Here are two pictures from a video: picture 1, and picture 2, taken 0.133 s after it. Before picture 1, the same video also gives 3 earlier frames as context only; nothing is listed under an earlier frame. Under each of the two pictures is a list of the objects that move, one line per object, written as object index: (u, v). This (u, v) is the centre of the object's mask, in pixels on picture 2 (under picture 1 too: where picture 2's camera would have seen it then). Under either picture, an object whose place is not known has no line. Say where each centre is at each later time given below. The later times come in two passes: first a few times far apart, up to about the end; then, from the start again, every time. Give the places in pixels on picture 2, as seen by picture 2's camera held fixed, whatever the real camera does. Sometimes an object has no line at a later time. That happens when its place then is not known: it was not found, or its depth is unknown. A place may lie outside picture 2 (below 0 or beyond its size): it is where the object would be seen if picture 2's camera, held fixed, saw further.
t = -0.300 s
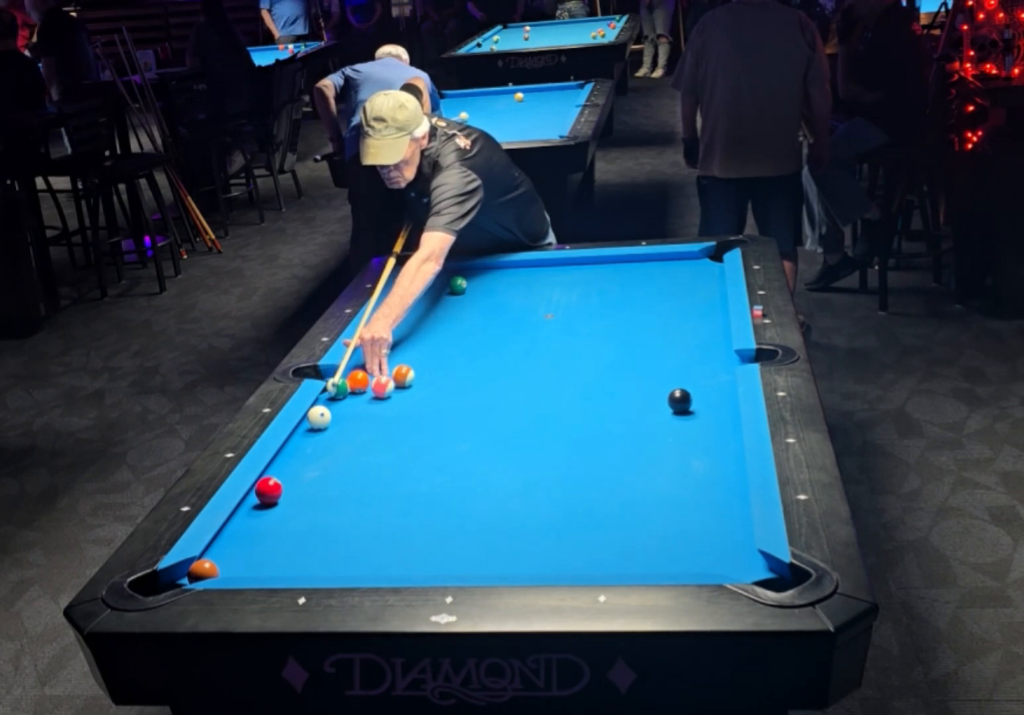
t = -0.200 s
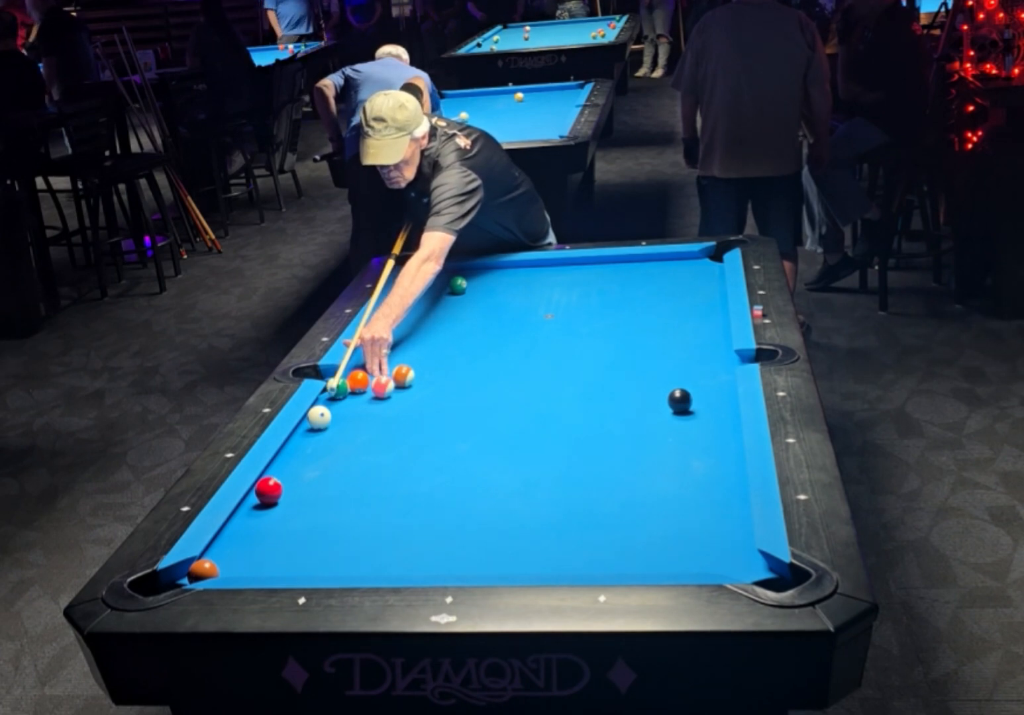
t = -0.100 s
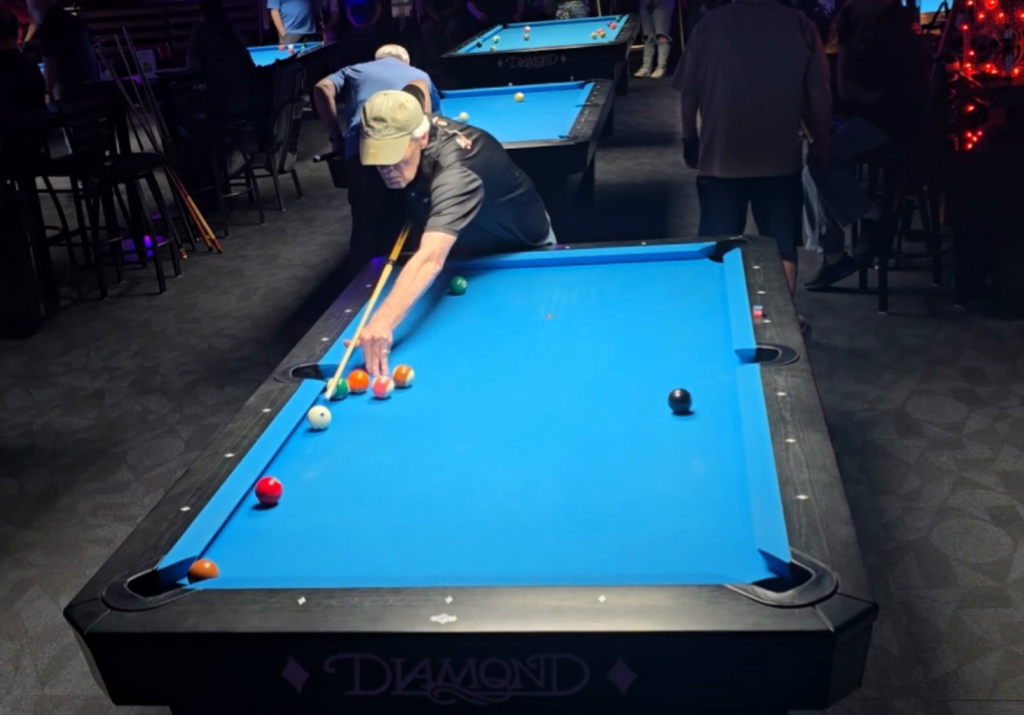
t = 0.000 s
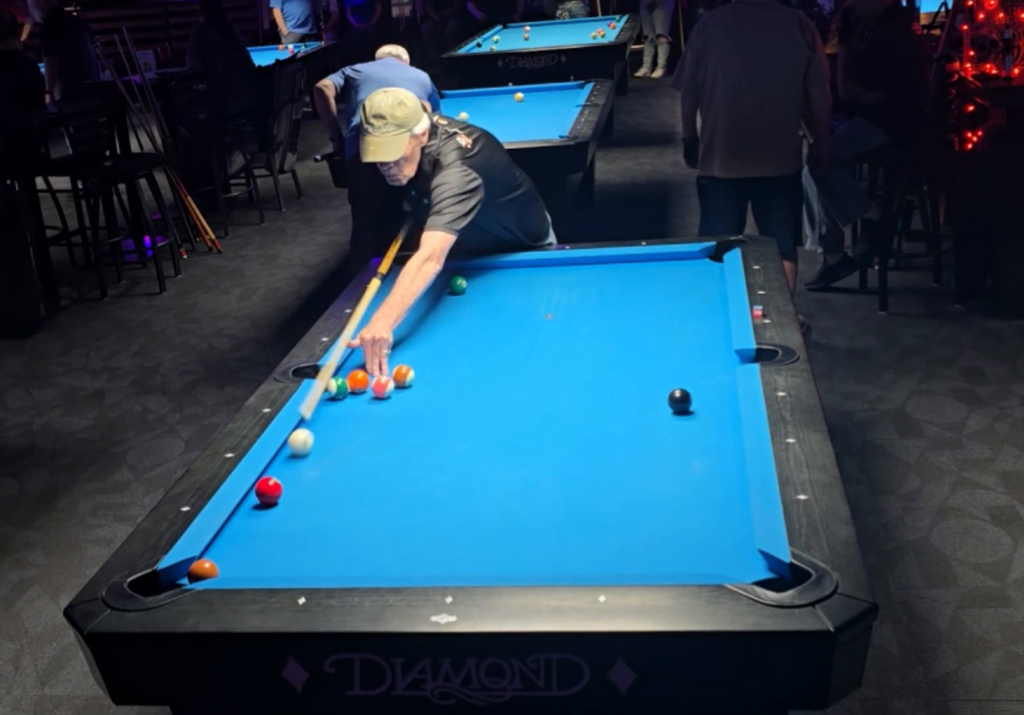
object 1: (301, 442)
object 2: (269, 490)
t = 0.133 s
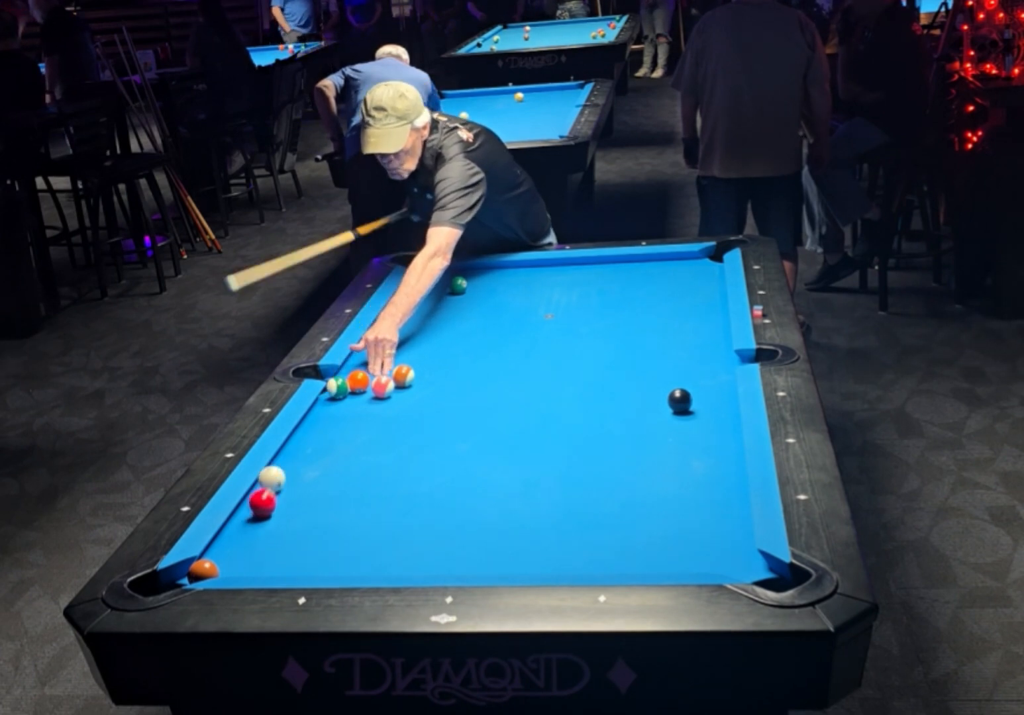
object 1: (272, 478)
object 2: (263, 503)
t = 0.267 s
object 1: (269, 485)
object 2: (239, 549)
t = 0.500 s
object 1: (266, 504)
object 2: (273, 555)
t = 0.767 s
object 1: (261, 526)
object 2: (330, 527)
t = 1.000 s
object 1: (258, 544)
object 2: (374, 504)
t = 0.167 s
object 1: (269, 480)
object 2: (256, 515)
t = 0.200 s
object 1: (270, 481)
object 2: (251, 527)
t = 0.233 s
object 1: (270, 483)
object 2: (245, 538)
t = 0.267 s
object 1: (269, 485)
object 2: (239, 549)
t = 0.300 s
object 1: (269, 488)
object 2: (234, 559)
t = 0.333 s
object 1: (268, 491)
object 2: (236, 564)
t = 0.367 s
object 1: (268, 494)
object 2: (241, 567)
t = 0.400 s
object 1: (267, 496)
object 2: (250, 564)
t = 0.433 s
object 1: (267, 499)
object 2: (258, 562)
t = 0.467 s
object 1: (266, 501)
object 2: (266, 560)
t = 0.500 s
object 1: (266, 504)
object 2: (273, 555)
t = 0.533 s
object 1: (265, 507)
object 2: (281, 552)
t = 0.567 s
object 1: (264, 509)
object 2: (288, 549)
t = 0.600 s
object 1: (264, 512)
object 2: (295, 545)
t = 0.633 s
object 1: (263, 515)
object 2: (302, 541)
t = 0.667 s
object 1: (263, 518)
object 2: (309, 538)
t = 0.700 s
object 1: (262, 520)
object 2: (316, 534)
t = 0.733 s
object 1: (261, 523)
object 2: (323, 531)
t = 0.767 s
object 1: (261, 526)
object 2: (330, 527)
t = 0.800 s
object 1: (261, 528)
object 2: (336, 524)
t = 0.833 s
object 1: (260, 531)
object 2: (343, 521)
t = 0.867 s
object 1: (259, 534)
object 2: (349, 517)
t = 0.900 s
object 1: (259, 536)
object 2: (355, 514)
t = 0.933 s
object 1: (258, 539)
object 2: (361, 511)
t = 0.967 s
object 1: (258, 542)
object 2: (367, 508)
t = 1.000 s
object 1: (258, 544)
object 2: (374, 504)
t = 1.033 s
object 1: (257, 547)
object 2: (379, 502)
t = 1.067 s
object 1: (256, 550)
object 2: (385, 499)
